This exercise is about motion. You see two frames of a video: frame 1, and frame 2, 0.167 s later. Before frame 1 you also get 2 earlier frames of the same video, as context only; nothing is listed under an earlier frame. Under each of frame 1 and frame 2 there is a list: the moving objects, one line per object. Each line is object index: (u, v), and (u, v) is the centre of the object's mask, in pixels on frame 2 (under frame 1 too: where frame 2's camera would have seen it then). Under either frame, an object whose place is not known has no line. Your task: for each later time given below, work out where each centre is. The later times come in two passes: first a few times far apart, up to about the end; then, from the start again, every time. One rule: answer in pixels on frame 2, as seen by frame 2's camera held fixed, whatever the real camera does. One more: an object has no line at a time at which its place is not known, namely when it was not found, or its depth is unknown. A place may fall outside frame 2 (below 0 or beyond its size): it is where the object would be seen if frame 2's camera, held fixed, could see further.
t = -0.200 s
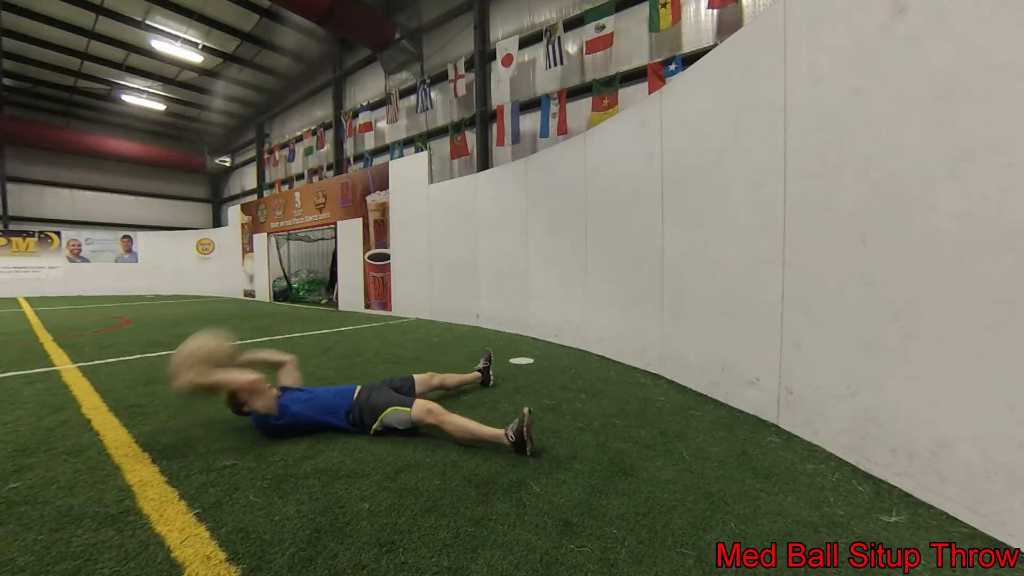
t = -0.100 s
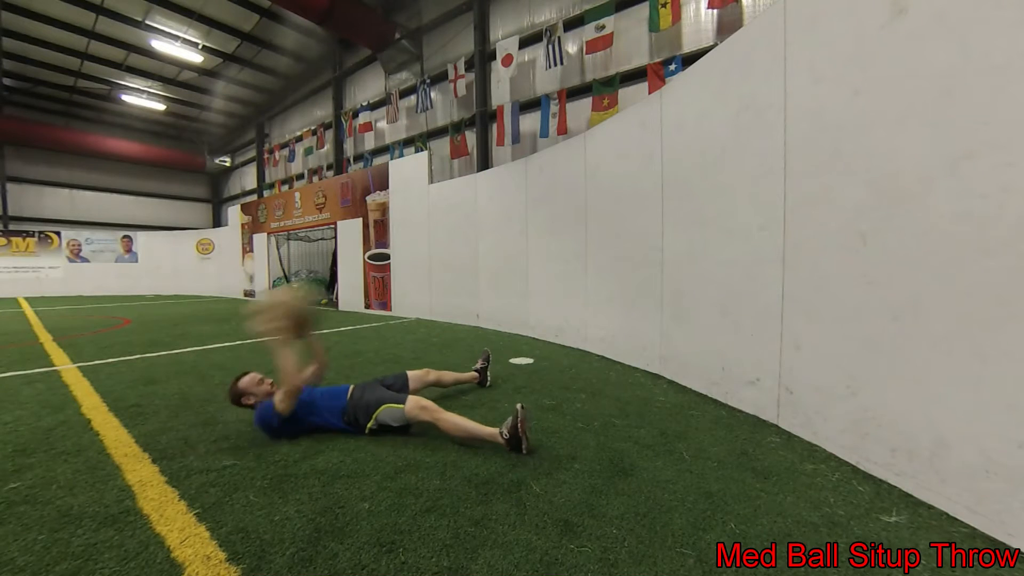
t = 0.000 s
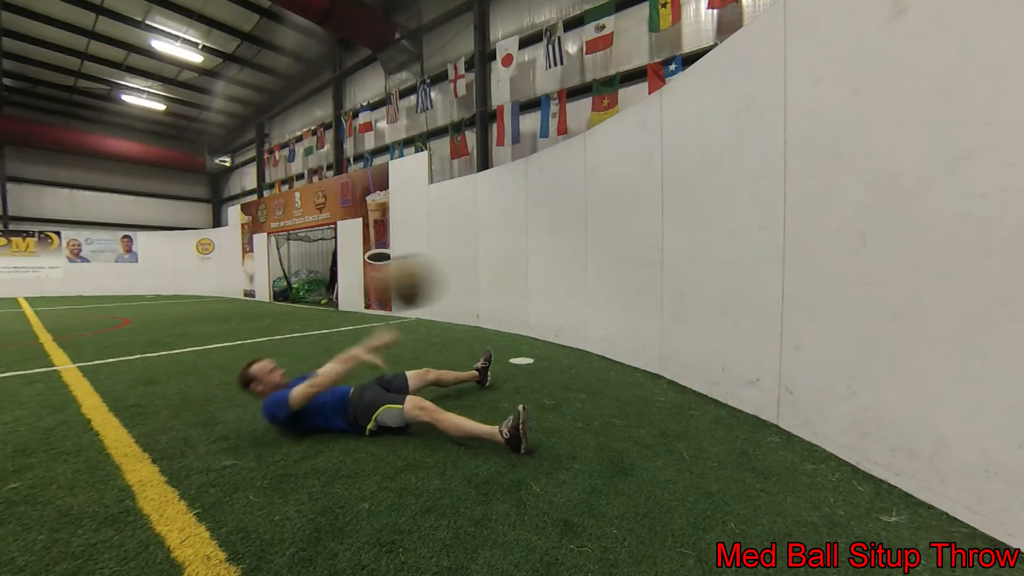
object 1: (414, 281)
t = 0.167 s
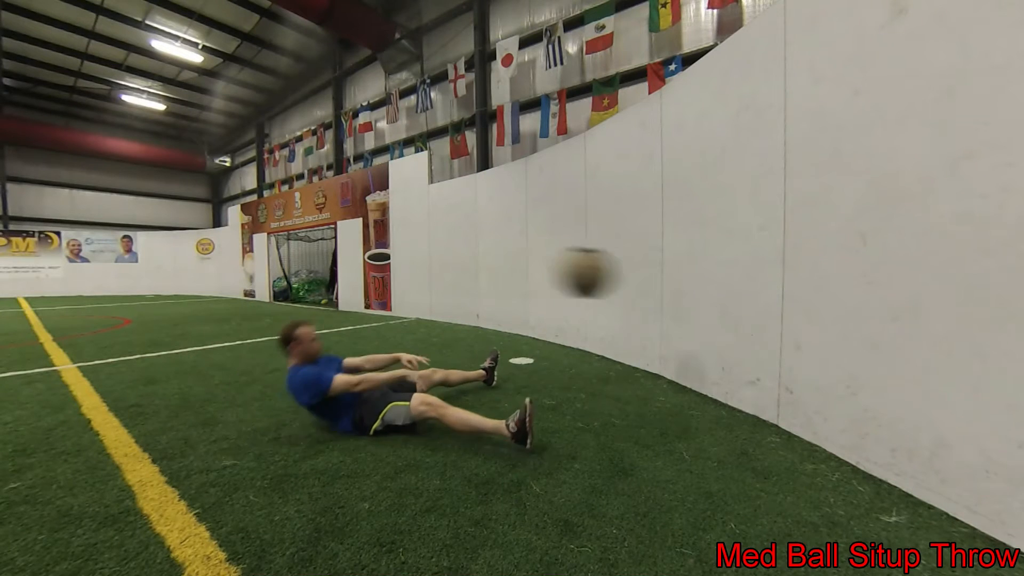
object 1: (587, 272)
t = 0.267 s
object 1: (679, 288)
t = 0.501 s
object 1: (618, 335)
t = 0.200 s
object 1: (619, 276)
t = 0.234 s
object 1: (649, 280)
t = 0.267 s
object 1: (679, 288)
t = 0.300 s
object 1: (686, 292)
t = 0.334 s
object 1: (678, 295)
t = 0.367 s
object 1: (665, 299)
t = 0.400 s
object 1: (654, 306)
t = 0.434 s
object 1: (642, 314)
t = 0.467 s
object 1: (630, 323)
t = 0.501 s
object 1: (618, 335)
